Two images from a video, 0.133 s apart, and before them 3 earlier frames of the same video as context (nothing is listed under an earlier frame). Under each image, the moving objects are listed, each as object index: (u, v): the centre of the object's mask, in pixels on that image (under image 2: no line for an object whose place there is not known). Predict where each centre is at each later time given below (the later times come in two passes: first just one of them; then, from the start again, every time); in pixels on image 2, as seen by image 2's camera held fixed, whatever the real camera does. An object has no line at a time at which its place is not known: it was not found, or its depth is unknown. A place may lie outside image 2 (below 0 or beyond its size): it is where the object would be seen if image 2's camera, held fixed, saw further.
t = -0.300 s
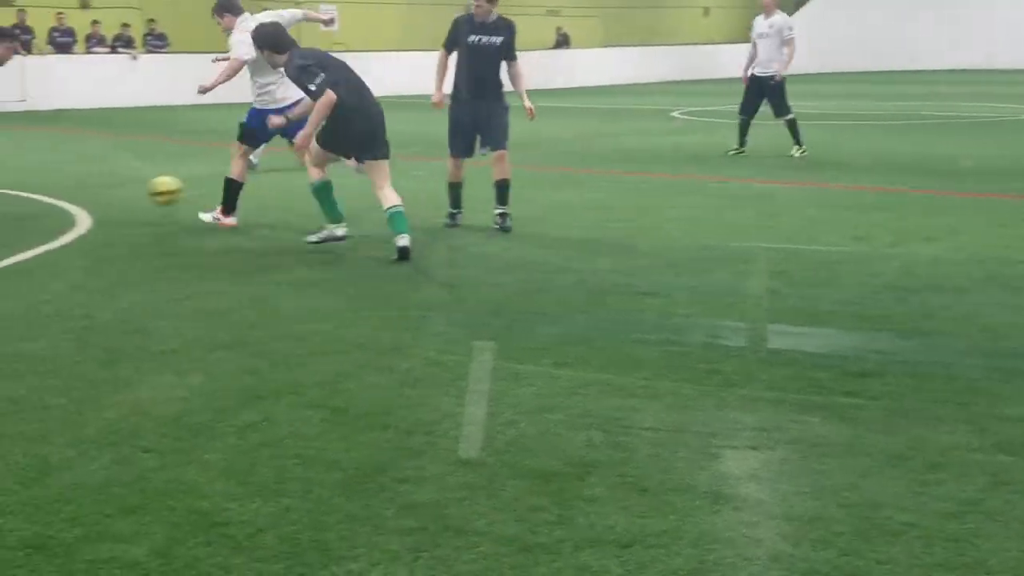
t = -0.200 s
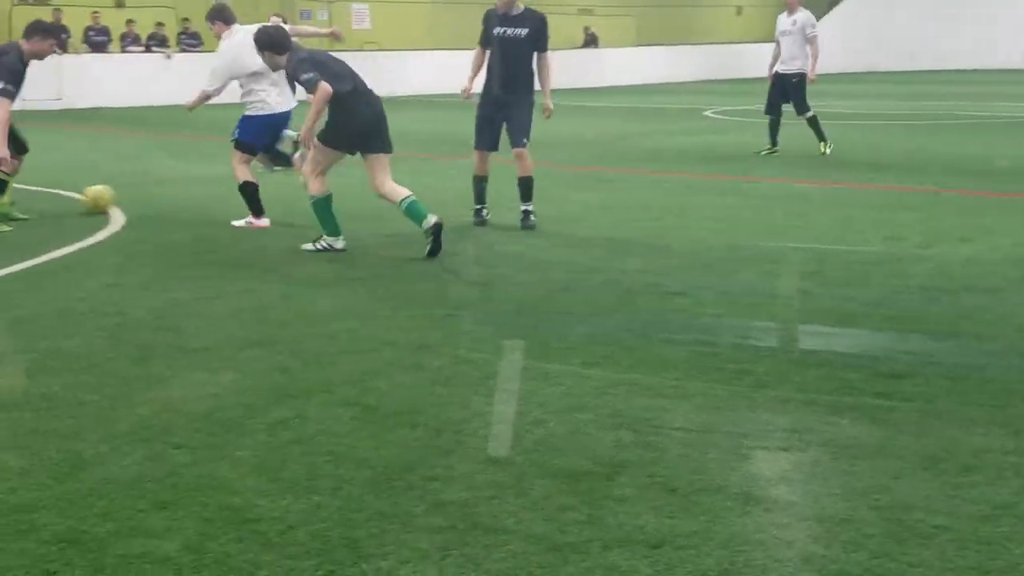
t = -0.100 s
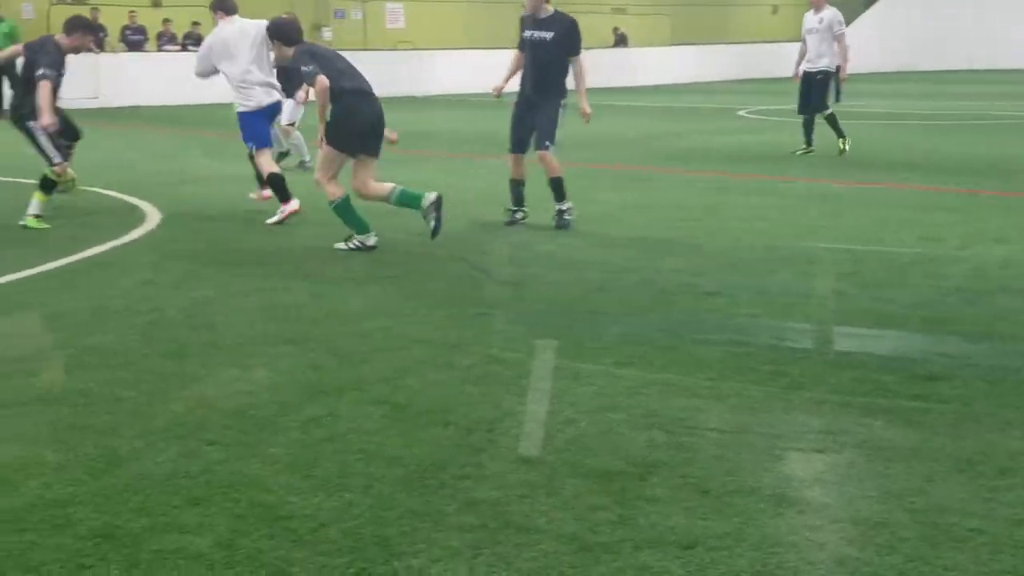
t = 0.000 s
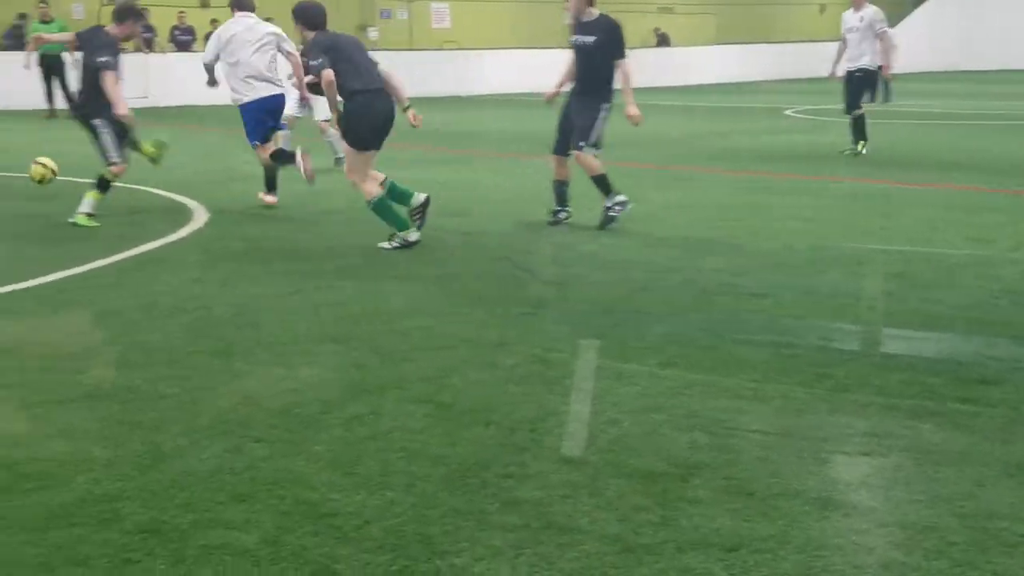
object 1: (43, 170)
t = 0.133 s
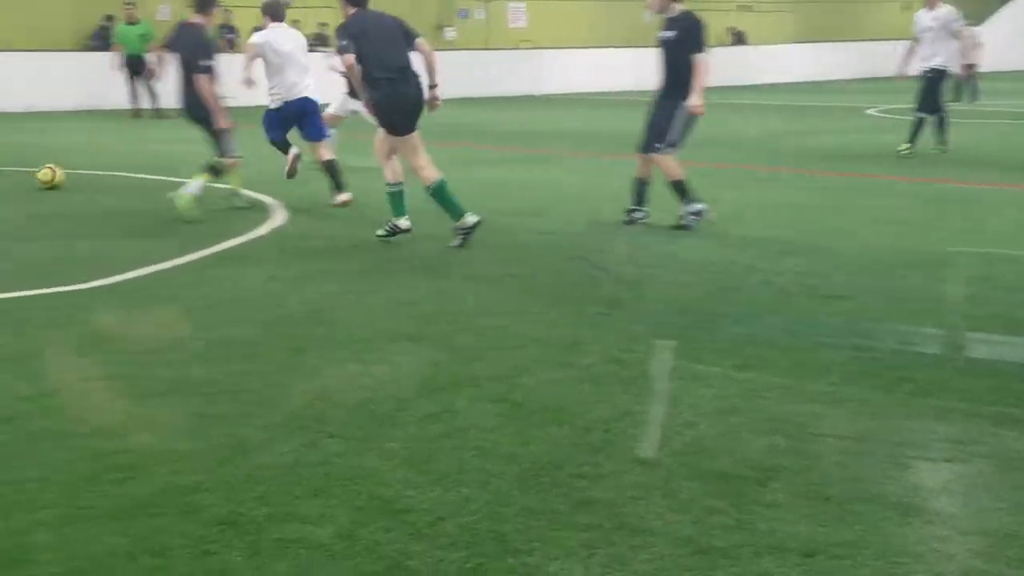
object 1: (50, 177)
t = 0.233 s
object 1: (9, 163)
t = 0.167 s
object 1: (38, 171)
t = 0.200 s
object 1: (23, 166)
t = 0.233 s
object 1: (9, 163)
